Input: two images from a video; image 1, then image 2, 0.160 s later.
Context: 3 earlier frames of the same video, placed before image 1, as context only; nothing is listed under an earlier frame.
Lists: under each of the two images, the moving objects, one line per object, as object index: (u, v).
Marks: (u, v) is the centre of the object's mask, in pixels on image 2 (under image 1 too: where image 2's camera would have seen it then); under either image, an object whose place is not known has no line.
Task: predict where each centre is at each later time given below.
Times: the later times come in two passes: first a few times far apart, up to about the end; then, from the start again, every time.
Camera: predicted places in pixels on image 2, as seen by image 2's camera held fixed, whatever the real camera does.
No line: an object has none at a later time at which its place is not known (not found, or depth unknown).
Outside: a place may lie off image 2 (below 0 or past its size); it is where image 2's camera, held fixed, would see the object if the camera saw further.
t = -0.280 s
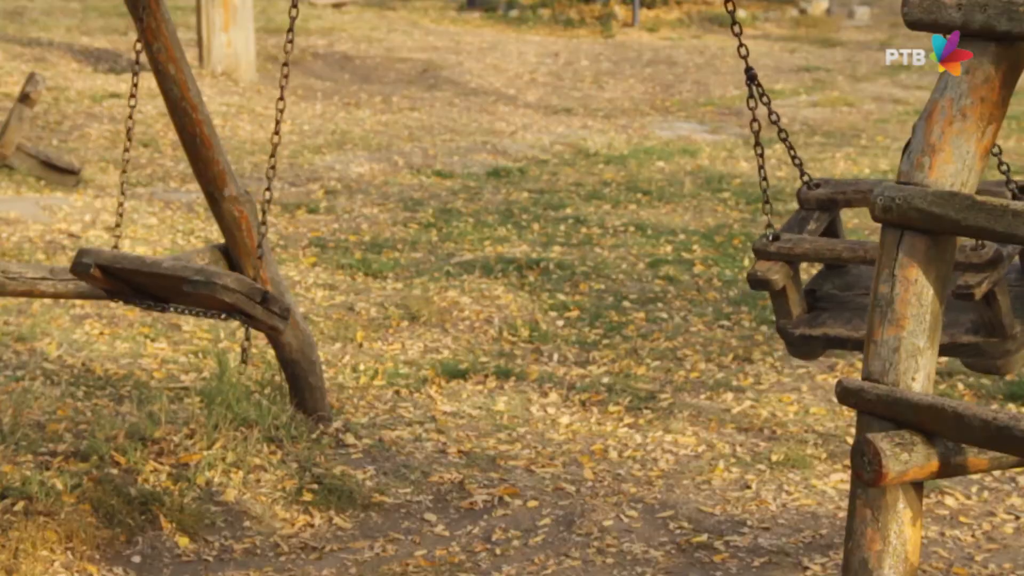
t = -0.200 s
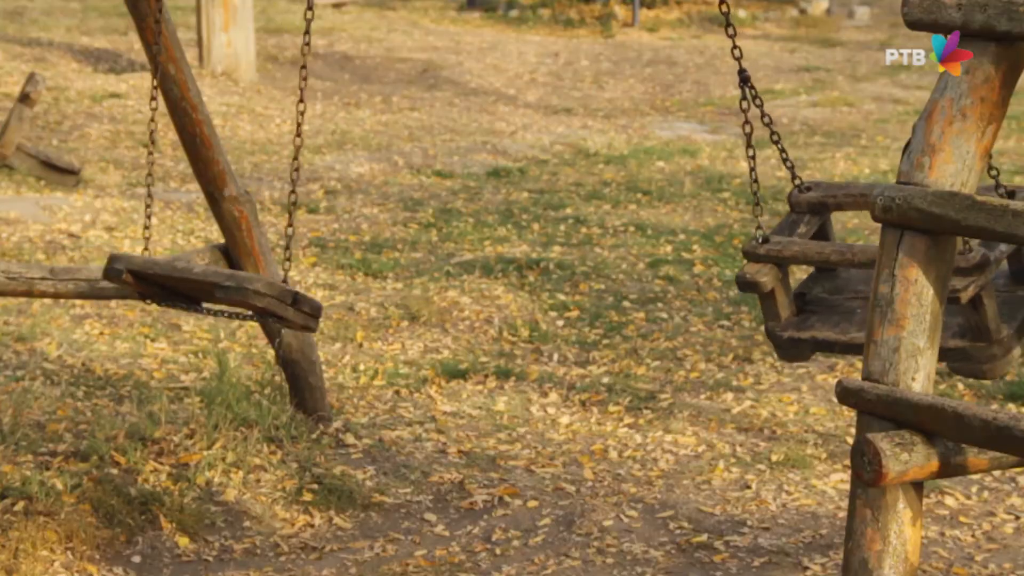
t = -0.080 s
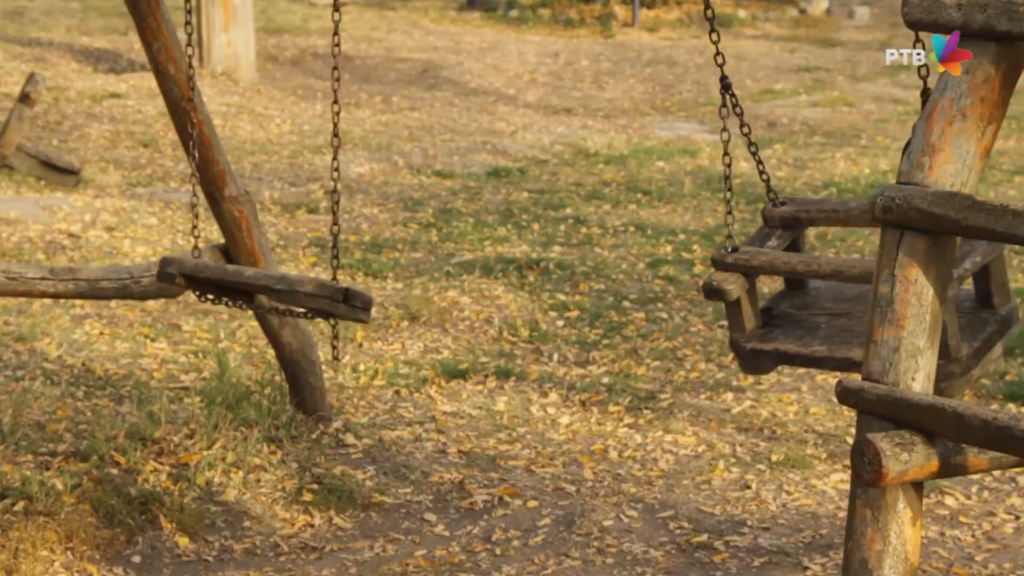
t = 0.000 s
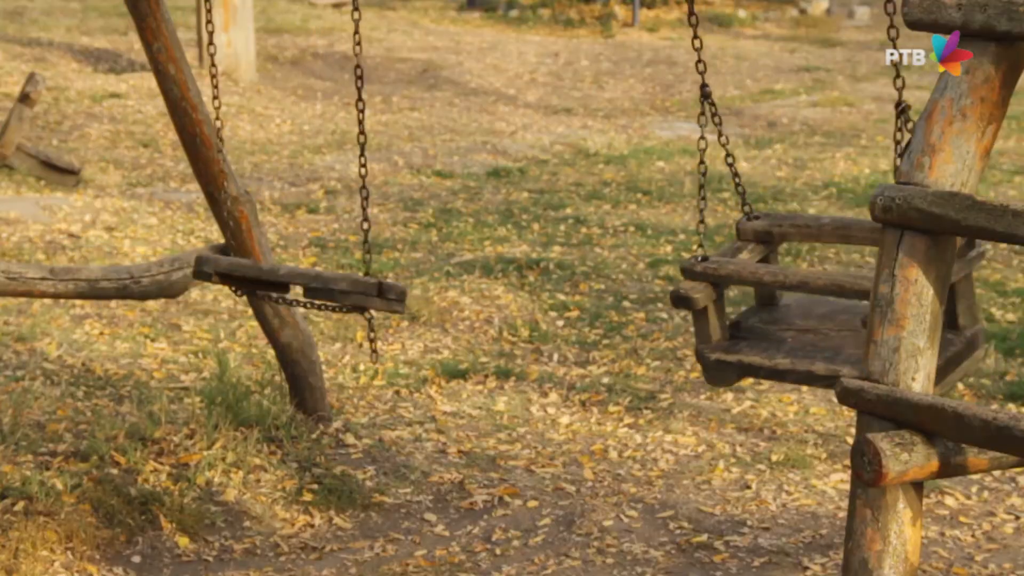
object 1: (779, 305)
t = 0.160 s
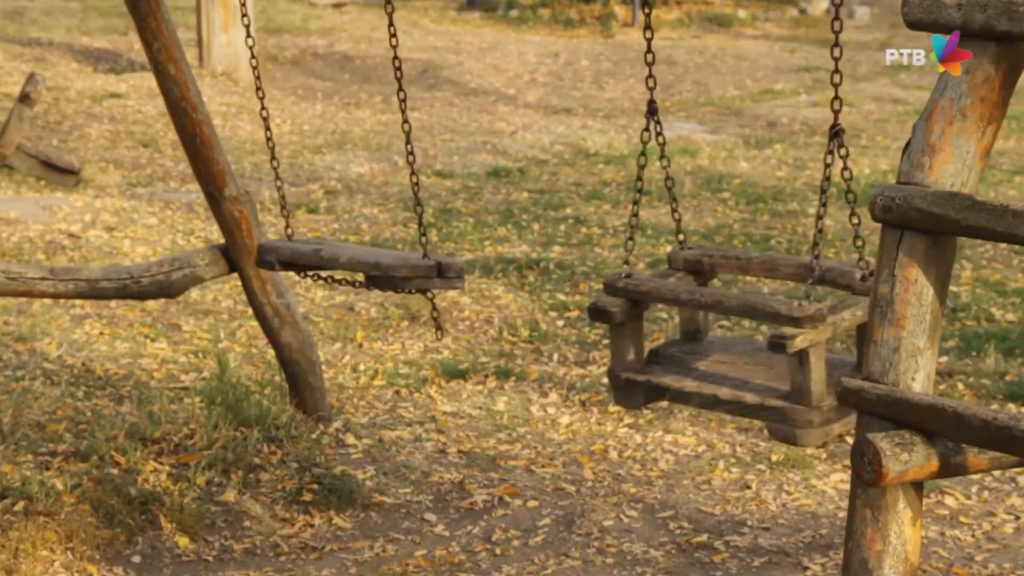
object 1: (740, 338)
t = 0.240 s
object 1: (708, 351)
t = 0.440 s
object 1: (598, 360)
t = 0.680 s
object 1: (516, 345)
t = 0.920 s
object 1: (532, 348)
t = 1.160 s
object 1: (636, 368)
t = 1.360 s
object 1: (730, 358)
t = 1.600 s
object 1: (829, 312)
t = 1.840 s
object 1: (808, 273)
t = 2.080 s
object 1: (824, 290)
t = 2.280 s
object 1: (747, 327)
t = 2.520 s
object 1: (663, 359)
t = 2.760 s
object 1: (565, 358)
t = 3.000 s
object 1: (543, 349)
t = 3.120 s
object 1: (561, 356)
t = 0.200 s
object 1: (726, 345)
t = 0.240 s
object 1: (708, 351)
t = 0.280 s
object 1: (686, 356)
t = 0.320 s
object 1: (663, 358)
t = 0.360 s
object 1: (640, 360)
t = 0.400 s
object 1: (618, 361)
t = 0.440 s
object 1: (598, 360)
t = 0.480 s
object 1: (579, 359)
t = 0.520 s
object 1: (561, 357)
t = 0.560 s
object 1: (546, 354)
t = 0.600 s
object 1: (534, 351)
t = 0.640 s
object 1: (523, 347)
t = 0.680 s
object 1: (516, 345)
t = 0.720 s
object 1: (512, 343)
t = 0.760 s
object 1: (510, 342)
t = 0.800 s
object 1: (511, 342)
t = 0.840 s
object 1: (515, 343)
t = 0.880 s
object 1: (522, 346)
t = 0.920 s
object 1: (532, 348)
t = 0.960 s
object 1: (544, 352)
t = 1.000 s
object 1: (559, 357)
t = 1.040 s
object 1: (576, 361)
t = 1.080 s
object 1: (594, 365)
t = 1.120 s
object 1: (615, 367)
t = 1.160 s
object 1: (636, 368)
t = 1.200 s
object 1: (659, 369)
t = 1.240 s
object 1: (682, 369)
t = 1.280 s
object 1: (704, 367)
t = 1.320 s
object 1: (717, 363)
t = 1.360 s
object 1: (730, 358)
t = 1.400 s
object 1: (740, 353)
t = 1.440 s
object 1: (750, 346)
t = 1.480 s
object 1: (760, 336)
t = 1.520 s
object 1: (769, 326)
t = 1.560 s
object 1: (812, 320)
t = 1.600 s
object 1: (829, 312)
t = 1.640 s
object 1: (845, 306)
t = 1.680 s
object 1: (798, 294)
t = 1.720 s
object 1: (802, 287)
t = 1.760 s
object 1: (805, 281)
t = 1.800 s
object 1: (807, 276)
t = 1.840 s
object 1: (808, 273)
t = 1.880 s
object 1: (807, 271)
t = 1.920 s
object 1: (806, 271)
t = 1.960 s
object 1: (803, 272)
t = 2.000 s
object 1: (799, 275)
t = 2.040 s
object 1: (795, 280)
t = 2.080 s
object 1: (824, 290)
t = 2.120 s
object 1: (783, 292)
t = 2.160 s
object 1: (776, 298)
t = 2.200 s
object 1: (765, 306)
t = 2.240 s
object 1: (756, 317)
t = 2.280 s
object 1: (747, 327)
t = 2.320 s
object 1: (739, 334)
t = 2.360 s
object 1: (729, 340)
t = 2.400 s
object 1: (719, 345)
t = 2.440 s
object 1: (702, 351)
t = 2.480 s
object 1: (682, 355)
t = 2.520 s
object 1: (663, 359)
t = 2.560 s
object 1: (643, 361)
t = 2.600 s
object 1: (625, 362)
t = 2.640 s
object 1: (608, 362)
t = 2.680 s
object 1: (593, 361)
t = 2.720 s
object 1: (578, 360)
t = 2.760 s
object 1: (565, 358)
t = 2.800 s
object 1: (556, 356)
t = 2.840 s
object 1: (548, 354)
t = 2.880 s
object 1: (542, 351)
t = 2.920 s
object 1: (539, 349)
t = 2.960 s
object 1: (538, 349)
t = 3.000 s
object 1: (543, 349)
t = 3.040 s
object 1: (548, 350)
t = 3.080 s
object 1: (553, 352)
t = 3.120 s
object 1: (561, 356)
